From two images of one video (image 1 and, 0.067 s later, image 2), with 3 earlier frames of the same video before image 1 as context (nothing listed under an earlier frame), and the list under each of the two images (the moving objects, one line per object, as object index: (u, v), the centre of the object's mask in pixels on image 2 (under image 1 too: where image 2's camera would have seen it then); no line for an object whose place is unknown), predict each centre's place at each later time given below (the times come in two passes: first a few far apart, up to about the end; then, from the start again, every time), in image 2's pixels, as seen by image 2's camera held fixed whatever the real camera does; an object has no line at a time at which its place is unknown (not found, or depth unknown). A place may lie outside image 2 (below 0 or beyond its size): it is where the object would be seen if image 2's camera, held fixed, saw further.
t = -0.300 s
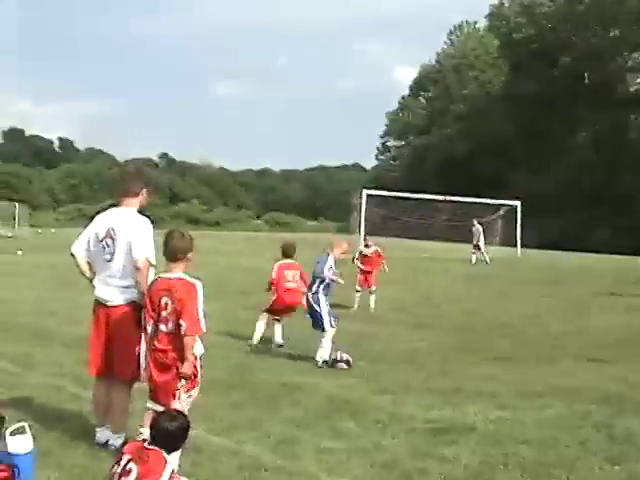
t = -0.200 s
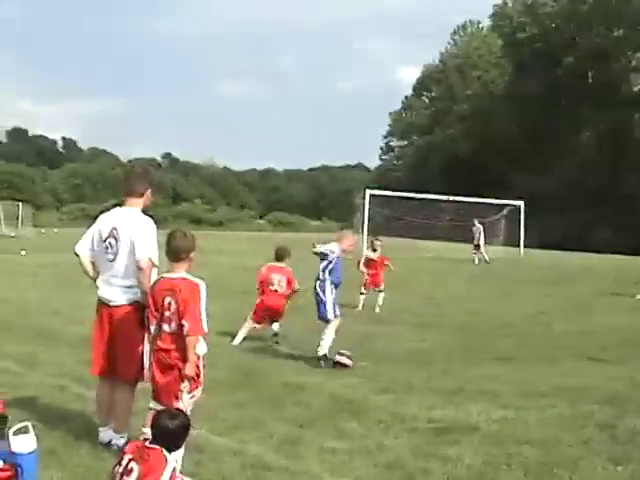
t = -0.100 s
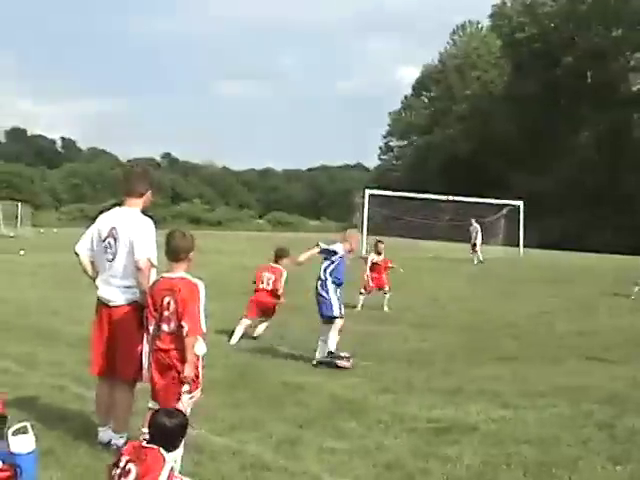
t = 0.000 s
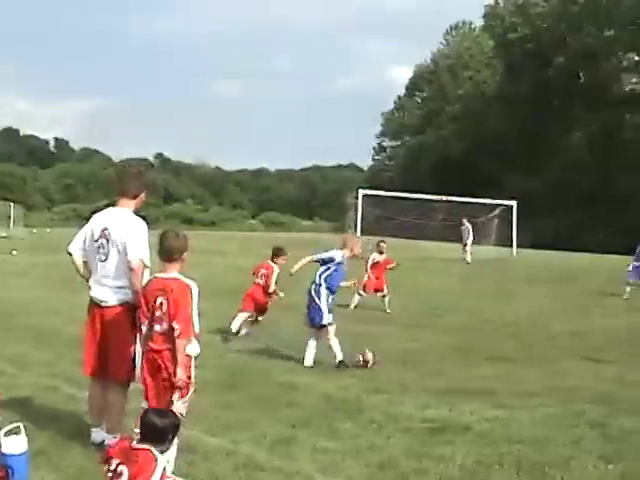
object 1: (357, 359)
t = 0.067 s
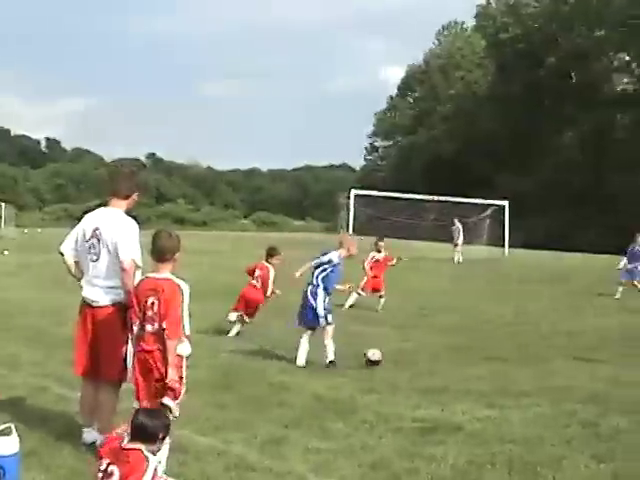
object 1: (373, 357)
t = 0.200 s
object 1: (402, 361)
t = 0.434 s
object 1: (448, 362)
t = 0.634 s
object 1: (474, 361)
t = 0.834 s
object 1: (497, 361)
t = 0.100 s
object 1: (381, 358)
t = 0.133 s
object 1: (389, 360)
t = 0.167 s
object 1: (396, 361)
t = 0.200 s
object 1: (402, 361)
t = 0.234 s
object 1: (409, 360)
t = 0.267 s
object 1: (417, 359)
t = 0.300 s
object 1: (422, 360)
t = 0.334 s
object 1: (428, 360)
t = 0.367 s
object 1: (432, 361)
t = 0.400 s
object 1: (440, 362)
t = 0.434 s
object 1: (448, 362)
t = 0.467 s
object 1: (450, 362)
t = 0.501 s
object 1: (455, 362)
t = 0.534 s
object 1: (460, 362)
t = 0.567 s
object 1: (465, 360)
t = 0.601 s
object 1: (470, 360)
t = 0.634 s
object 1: (474, 361)
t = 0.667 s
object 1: (478, 361)
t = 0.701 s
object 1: (483, 362)
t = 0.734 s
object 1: (485, 361)
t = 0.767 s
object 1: (489, 362)
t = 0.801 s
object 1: (492, 361)
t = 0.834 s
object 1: (497, 361)
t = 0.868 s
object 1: (497, 361)
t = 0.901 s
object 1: (503, 361)
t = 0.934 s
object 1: (506, 361)
